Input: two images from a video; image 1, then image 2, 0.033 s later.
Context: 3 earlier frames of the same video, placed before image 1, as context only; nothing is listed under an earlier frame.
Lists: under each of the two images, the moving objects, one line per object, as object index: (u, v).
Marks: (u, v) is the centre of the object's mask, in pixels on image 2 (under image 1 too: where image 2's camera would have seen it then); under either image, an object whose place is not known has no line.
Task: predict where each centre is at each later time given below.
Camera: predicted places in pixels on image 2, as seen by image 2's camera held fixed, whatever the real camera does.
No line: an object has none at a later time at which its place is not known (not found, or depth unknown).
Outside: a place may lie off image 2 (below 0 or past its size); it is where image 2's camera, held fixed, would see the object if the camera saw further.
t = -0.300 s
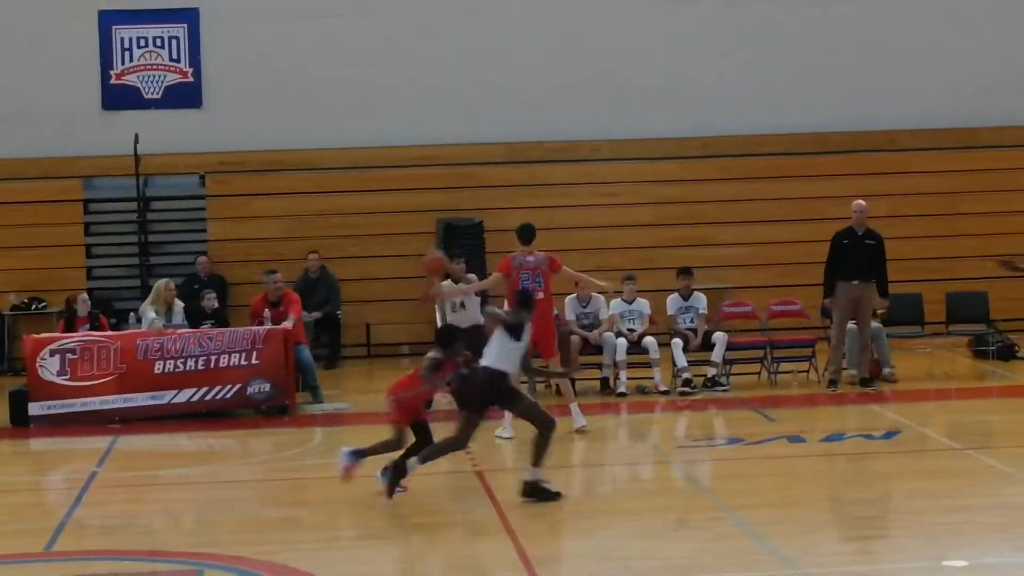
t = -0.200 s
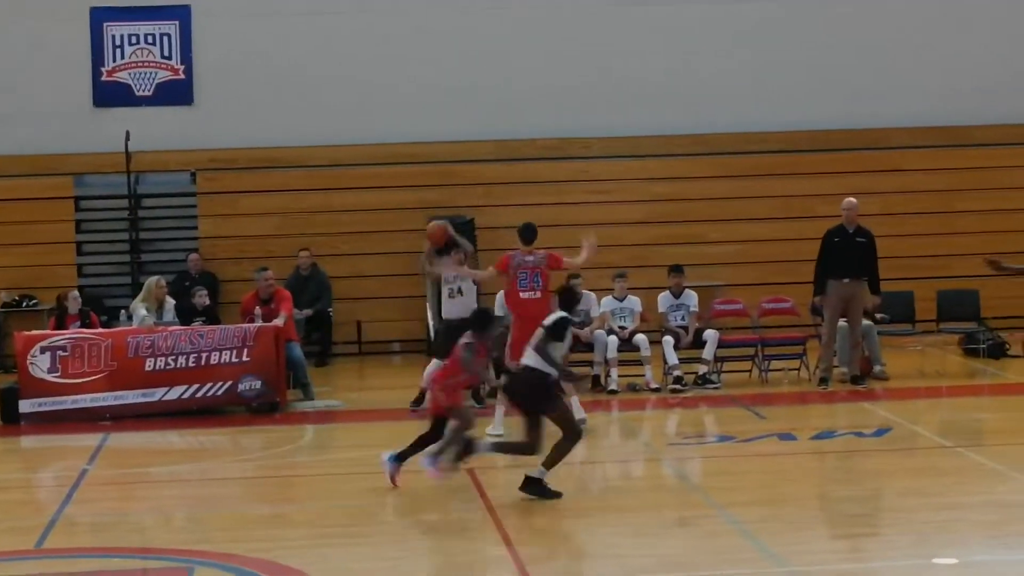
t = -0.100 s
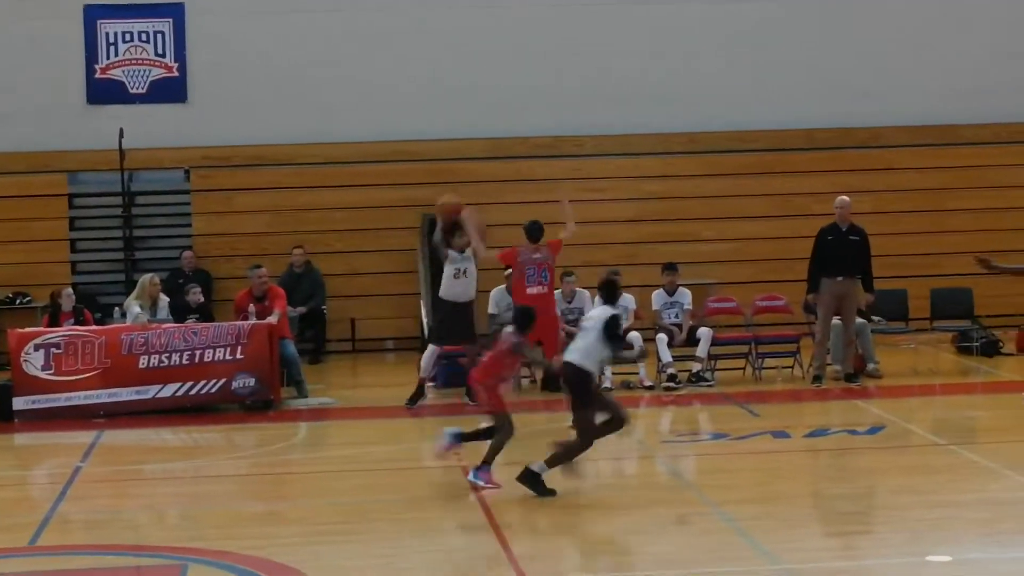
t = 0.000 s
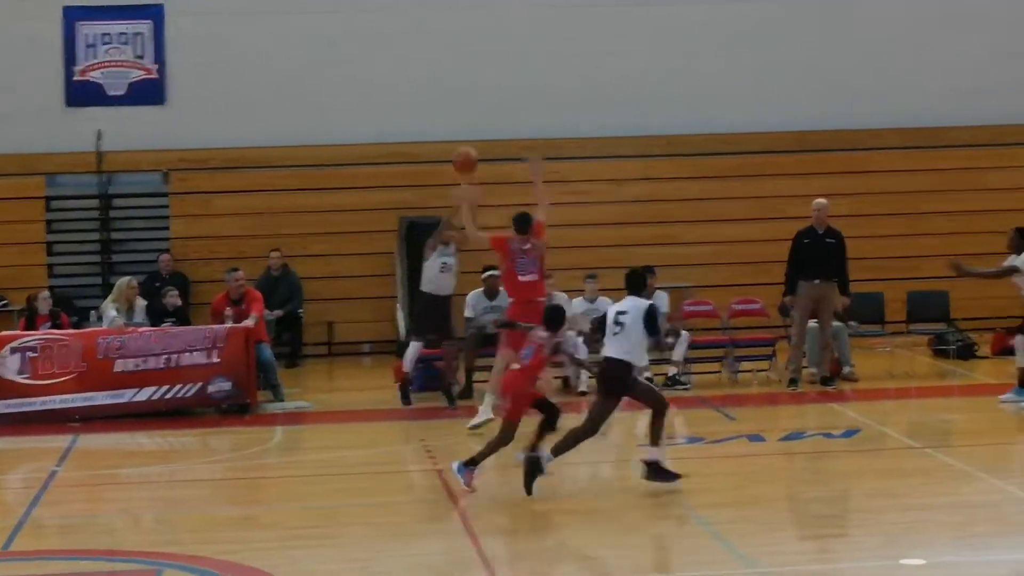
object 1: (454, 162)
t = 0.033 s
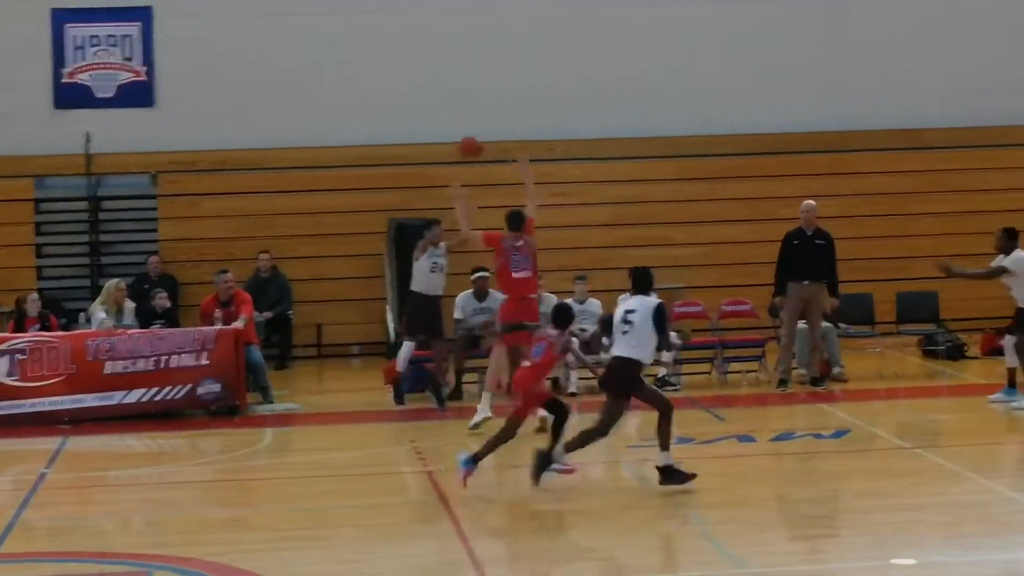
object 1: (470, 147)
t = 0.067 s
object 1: (487, 131)
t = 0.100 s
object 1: (503, 117)
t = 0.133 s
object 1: (522, 103)
